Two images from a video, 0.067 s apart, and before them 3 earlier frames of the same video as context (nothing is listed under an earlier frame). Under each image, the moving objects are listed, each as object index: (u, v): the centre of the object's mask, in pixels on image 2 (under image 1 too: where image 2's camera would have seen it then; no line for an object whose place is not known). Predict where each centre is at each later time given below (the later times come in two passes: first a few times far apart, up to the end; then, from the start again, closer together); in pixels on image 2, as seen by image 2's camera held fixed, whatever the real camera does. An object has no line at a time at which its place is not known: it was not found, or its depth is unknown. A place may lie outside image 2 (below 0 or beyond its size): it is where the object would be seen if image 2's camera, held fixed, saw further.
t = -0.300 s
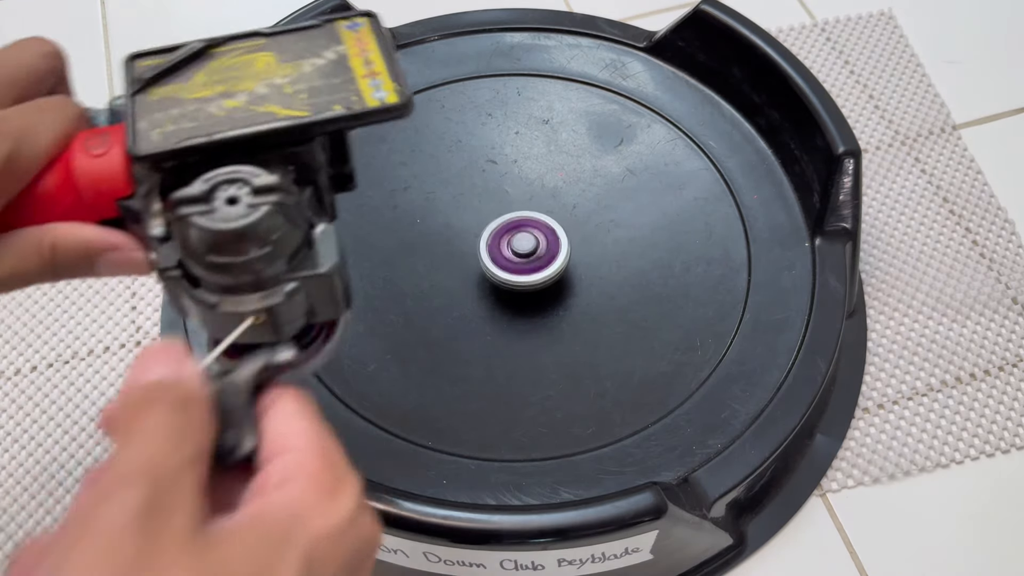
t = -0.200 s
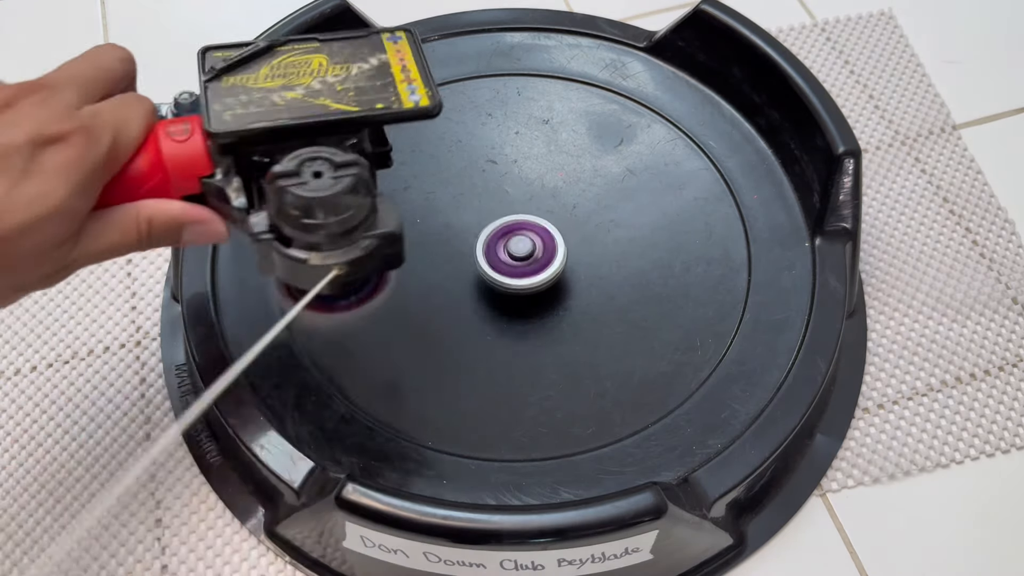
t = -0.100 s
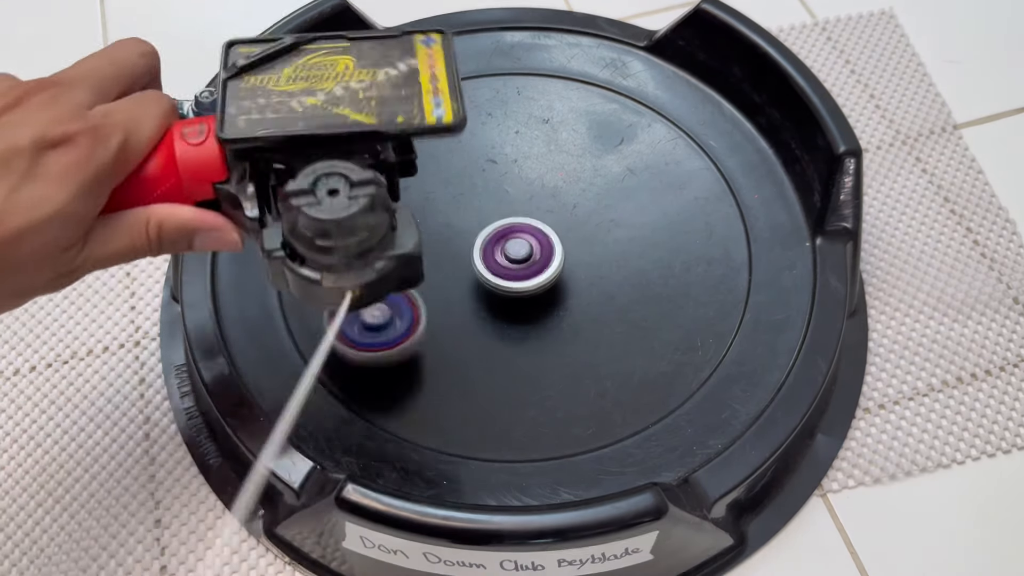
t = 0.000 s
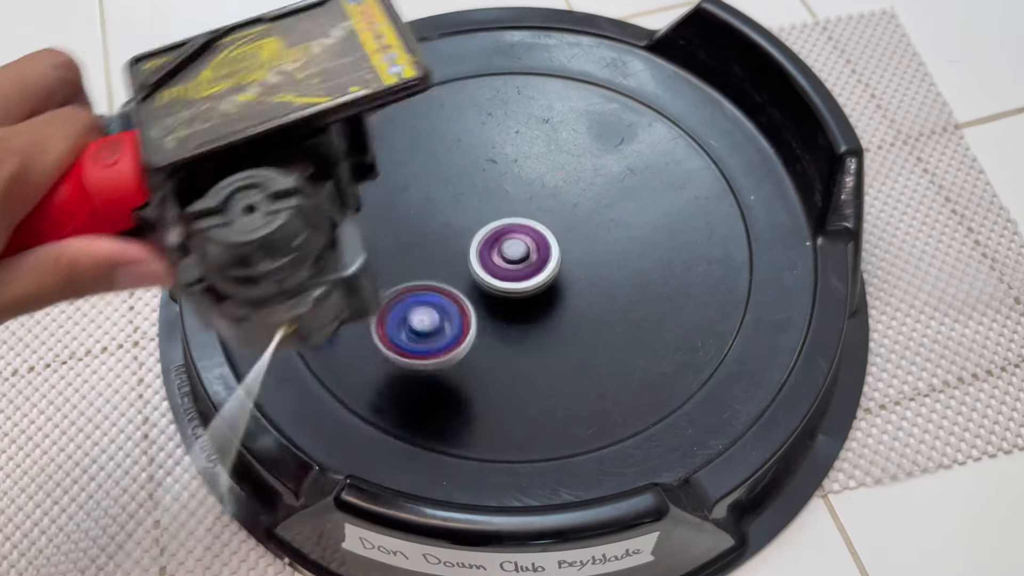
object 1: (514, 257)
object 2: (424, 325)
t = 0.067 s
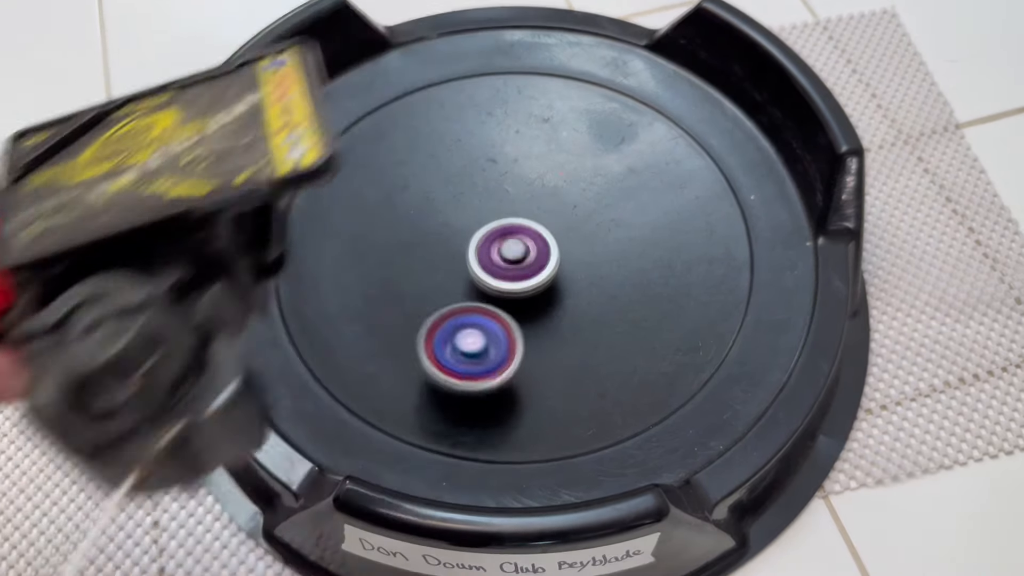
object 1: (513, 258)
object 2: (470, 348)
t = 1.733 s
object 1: (462, 304)
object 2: (537, 212)
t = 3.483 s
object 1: (562, 188)
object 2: (573, 264)
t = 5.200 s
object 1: (482, 202)
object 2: (479, 280)
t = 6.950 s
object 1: (454, 295)
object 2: (508, 187)
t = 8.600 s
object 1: (506, 313)
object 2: (568, 217)
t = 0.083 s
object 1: (513, 258)
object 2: (484, 352)
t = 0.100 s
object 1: (513, 257)
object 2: (497, 353)
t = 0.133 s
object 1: (512, 257)
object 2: (520, 350)
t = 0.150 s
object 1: (511, 257)
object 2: (531, 345)
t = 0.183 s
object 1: (510, 256)
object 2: (548, 334)
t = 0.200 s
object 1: (509, 256)
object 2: (555, 327)
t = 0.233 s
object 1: (504, 248)
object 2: (570, 317)
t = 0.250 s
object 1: (499, 240)
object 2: (580, 317)
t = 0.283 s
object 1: (491, 229)
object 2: (596, 311)
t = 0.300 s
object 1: (487, 226)
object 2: (602, 307)
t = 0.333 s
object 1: (479, 221)
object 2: (608, 295)
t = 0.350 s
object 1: (475, 219)
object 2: (609, 288)
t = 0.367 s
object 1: (473, 217)
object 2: (609, 279)
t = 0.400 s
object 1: (466, 215)
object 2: (606, 262)
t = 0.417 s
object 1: (463, 214)
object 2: (603, 253)
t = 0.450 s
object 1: (458, 212)
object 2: (594, 236)
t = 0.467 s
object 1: (455, 210)
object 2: (588, 228)
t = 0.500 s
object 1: (451, 208)
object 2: (574, 214)
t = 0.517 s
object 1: (450, 207)
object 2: (566, 207)
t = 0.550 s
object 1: (446, 205)
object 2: (549, 195)
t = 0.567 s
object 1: (444, 205)
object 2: (540, 189)
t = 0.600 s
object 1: (436, 204)
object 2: (526, 179)
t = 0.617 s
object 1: (431, 203)
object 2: (520, 175)
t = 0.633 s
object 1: (426, 203)
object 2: (517, 171)
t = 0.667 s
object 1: (421, 202)
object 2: (508, 166)
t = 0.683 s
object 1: (419, 203)
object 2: (501, 164)
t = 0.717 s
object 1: (408, 206)
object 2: (494, 160)
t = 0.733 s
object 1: (401, 207)
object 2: (494, 158)
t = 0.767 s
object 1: (393, 209)
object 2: (491, 154)
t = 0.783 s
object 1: (391, 210)
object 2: (488, 154)
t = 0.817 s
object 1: (387, 213)
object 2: (481, 154)
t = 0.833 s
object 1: (384, 214)
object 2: (476, 154)
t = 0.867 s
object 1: (381, 216)
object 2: (466, 156)
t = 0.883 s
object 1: (380, 217)
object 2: (461, 157)
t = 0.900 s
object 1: (379, 218)
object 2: (456, 158)
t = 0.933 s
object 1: (377, 221)
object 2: (447, 162)
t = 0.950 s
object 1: (377, 222)
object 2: (442, 164)
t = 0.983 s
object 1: (359, 234)
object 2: (447, 162)
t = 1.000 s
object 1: (352, 239)
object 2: (450, 160)
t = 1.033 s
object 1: (346, 246)
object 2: (454, 161)
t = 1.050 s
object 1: (344, 248)
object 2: (454, 162)
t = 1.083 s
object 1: (342, 254)
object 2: (452, 166)
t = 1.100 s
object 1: (341, 256)
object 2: (450, 167)
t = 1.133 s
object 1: (340, 261)
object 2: (447, 171)
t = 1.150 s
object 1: (339, 264)
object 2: (445, 173)
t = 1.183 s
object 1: (340, 268)
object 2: (443, 178)
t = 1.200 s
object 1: (340, 271)
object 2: (442, 180)
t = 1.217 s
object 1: (341, 272)
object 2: (442, 183)
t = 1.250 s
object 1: (342, 276)
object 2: (442, 189)
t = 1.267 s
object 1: (343, 278)
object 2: (443, 192)
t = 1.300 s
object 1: (346, 282)
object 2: (446, 198)
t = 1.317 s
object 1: (348, 284)
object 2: (448, 202)
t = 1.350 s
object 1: (352, 287)
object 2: (454, 208)
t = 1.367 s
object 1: (354, 289)
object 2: (457, 211)
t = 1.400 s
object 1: (359, 291)
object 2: (464, 216)
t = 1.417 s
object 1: (363, 293)
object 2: (468, 219)
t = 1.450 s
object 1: (369, 295)
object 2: (477, 222)
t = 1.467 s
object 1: (373, 297)
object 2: (481, 224)
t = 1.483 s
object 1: (376, 298)
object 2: (485, 225)
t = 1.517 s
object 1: (385, 300)
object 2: (493, 226)
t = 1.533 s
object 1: (390, 302)
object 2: (497, 226)
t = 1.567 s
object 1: (400, 304)
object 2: (505, 226)
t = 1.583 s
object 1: (406, 304)
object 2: (509, 225)
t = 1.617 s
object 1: (418, 306)
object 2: (516, 223)
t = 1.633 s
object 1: (424, 306)
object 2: (520, 222)
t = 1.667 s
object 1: (437, 306)
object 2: (527, 220)
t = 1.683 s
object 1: (442, 306)
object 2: (530, 218)
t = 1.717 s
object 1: (456, 305)
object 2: (535, 214)
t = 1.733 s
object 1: (462, 304)
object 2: (537, 212)
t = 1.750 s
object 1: (469, 303)
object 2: (539, 210)
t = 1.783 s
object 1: (482, 300)
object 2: (543, 206)
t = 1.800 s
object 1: (489, 297)
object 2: (545, 204)
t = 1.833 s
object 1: (503, 293)
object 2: (548, 199)
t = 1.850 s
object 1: (509, 290)
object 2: (548, 197)
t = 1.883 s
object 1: (521, 285)
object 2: (549, 194)
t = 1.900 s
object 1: (527, 281)
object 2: (549, 192)
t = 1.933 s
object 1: (537, 274)
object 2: (550, 190)
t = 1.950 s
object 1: (542, 271)
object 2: (551, 188)
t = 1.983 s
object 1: (549, 269)
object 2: (552, 179)
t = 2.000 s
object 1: (552, 269)
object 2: (552, 173)
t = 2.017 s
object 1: (555, 267)
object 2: (552, 168)
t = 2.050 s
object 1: (562, 263)
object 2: (549, 161)
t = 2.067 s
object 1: (566, 261)
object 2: (547, 158)
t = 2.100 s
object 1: (572, 257)
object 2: (542, 154)
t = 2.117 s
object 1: (575, 255)
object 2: (539, 152)
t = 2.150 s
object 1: (580, 251)
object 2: (532, 149)
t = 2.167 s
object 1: (582, 249)
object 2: (529, 148)
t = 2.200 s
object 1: (587, 246)
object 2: (523, 147)
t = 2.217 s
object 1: (588, 244)
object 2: (519, 147)
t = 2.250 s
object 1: (591, 241)
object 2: (513, 149)
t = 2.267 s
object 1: (593, 239)
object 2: (510, 149)
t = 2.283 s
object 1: (594, 238)
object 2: (507, 151)
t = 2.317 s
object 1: (597, 235)
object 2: (502, 154)
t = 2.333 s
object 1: (597, 233)
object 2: (499, 157)
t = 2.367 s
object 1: (598, 231)
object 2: (495, 162)
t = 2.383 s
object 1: (599, 229)
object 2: (493, 166)
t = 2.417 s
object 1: (599, 227)
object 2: (490, 174)
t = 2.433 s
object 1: (599, 226)
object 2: (489, 178)
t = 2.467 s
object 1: (599, 224)
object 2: (489, 188)
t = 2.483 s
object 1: (599, 223)
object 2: (489, 193)
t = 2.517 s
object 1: (598, 222)
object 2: (490, 203)
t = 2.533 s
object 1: (597, 222)
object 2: (492, 208)
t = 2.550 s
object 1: (597, 221)
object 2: (493, 213)
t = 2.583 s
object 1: (596, 220)
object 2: (498, 222)
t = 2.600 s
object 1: (596, 219)
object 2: (501, 226)
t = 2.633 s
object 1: (599, 218)
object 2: (503, 235)
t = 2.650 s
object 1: (598, 218)
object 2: (505, 239)
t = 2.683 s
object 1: (599, 217)
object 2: (508, 246)
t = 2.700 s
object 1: (600, 217)
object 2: (509, 250)
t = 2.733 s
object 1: (600, 216)
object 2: (515, 256)
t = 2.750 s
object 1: (599, 215)
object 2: (518, 259)
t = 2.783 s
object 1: (608, 210)
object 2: (517, 267)
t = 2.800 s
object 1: (613, 207)
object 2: (514, 271)
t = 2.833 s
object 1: (616, 205)
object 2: (509, 278)
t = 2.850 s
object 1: (617, 203)
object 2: (508, 281)
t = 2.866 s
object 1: (617, 202)
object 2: (508, 284)
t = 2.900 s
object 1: (617, 199)
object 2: (512, 287)
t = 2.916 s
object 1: (617, 198)
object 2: (515, 288)
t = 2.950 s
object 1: (617, 196)
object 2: (523, 290)
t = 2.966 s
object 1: (616, 195)
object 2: (526, 292)
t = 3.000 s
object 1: (616, 193)
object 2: (534, 292)
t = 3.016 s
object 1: (615, 193)
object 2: (539, 292)
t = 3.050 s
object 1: (614, 192)
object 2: (547, 291)
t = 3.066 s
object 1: (613, 192)
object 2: (551, 290)
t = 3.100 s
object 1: (611, 191)
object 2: (559, 289)
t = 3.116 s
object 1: (609, 191)
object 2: (563, 288)
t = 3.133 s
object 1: (608, 191)
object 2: (566, 287)
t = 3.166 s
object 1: (605, 192)
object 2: (572, 284)
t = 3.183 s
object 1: (603, 192)
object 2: (575, 281)
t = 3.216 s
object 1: (600, 192)
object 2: (579, 277)
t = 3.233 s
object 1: (598, 193)
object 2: (581, 275)
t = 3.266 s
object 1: (594, 193)
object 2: (583, 270)
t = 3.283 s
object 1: (594, 191)
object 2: (583, 272)
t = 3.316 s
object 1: (591, 188)
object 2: (581, 273)
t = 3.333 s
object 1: (588, 188)
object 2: (582, 272)
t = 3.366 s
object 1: (583, 188)
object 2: (582, 270)
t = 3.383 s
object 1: (580, 188)
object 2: (582, 269)
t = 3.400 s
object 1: (577, 187)
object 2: (581, 268)
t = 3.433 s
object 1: (571, 187)
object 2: (579, 266)
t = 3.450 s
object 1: (569, 187)
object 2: (577, 265)
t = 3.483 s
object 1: (562, 188)
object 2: (573, 264)
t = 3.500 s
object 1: (559, 188)
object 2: (570, 263)
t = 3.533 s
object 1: (554, 172)
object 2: (564, 281)
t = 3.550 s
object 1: (551, 166)
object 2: (561, 290)
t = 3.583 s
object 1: (543, 160)
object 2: (557, 302)
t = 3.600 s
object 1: (539, 157)
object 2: (556, 306)
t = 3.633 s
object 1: (530, 153)
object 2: (556, 311)
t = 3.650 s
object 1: (525, 151)
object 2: (557, 314)
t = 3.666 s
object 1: (521, 149)
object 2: (558, 316)
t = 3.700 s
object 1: (512, 146)
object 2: (559, 319)
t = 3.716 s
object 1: (507, 145)
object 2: (560, 321)
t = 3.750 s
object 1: (499, 142)
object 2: (562, 322)
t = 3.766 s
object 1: (495, 141)
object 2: (563, 324)
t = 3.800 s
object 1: (488, 140)
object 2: (565, 326)
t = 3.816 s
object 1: (484, 140)
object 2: (566, 327)
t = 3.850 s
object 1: (477, 139)
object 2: (568, 329)
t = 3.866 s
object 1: (474, 139)
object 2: (570, 329)
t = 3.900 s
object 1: (468, 139)
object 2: (571, 330)
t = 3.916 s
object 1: (464, 140)
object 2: (572, 330)
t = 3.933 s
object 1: (462, 140)
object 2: (573, 330)
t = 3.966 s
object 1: (457, 141)
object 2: (574, 329)
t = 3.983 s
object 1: (454, 143)
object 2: (575, 328)
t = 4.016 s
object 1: (450, 144)
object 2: (574, 326)
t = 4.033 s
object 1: (448, 145)
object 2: (573, 324)
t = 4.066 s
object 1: (444, 148)
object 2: (571, 321)
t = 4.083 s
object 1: (443, 150)
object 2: (569, 319)
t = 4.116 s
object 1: (439, 153)
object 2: (565, 314)
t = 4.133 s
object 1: (438, 154)
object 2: (562, 312)
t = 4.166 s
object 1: (435, 157)
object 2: (557, 308)
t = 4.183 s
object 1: (434, 160)
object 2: (553, 306)
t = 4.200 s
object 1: (433, 161)
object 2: (550, 305)
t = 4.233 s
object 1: (431, 166)
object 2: (543, 301)
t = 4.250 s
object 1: (430, 168)
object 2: (539, 298)
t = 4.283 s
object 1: (429, 173)
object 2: (530, 295)
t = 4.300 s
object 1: (429, 175)
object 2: (526, 292)
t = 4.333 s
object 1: (428, 181)
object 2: (518, 288)
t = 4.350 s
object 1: (428, 184)
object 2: (514, 287)
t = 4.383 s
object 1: (429, 190)
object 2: (506, 283)
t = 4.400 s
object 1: (429, 192)
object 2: (502, 281)
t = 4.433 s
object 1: (430, 199)
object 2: (494, 278)
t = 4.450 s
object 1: (431, 202)
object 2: (490, 277)
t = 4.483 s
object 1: (433, 209)
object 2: (483, 276)
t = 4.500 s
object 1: (431, 204)
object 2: (482, 283)
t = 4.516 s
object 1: (430, 200)
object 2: (482, 290)
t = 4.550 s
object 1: (430, 198)
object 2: (479, 300)
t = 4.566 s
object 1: (430, 198)
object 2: (477, 302)
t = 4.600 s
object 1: (430, 200)
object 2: (474, 304)
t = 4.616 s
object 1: (430, 201)
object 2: (472, 305)
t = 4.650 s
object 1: (430, 202)
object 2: (470, 306)
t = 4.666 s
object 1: (430, 203)
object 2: (470, 306)
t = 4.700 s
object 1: (431, 205)
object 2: (469, 307)
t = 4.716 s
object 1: (432, 206)
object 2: (468, 308)
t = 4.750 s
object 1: (434, 208)
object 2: (467, 308)
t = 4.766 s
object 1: (435, 209)
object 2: (467, 307)
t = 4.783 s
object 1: (436, 210)
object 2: (467, 307)
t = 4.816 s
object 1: (439, 213)
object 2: (467, 306)
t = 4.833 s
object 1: (441, 214)
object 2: (467, 304)
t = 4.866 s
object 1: (444, 216)
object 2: (467, 301)
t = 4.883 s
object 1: (446, 217)
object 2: (467, 299)
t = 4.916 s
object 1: (450, 219)
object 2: (467, 296)
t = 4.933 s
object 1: (451, 217)
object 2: (467, 298)
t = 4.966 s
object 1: (456, 209)
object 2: (467, 302)
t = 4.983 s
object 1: (458, 208)
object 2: (468, 302)
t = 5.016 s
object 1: (461, 208)
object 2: (470, 301)
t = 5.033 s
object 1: (463, 208)
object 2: (472, 299)
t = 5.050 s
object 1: (464, 207)
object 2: (473, 298)
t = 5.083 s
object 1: (467, 207)
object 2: (477, 294)
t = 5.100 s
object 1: (469, 207)
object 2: (478, 291)
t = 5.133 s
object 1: (473, 206)
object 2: (480, 286)
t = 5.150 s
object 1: (474, 206)
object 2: (480, 284)
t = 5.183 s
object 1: (479, 203)
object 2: (480, 281)
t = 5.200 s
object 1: (482, 202)
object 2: (479, 280)
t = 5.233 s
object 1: (487, 193)
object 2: (477, 285)
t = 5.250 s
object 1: (491, 185)
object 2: (475, 290)
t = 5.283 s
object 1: (498, 177)
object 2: (475, 296)
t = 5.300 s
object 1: (500, 175)
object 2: (477, 296)
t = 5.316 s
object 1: (503, 172)
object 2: (479, 297)
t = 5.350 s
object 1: (507, 168)
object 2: (484, 296)
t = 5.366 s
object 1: (509, 166)
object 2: (487, 296)
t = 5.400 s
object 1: (513, 163)
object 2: (493, 294)
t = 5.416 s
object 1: (515, 161)
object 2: (495, 292)
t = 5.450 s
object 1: (520, 159)
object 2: (501, 287)
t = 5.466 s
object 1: (522, 158)
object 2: (503, 285)
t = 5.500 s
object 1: (526, 156)
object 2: (506, 278)
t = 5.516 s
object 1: (528, 156)
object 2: (507, 275)
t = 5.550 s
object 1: (532, 155)
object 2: (507, 268)
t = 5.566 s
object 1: (533, 155)
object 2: (507, 264)
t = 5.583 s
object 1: (535, 154)
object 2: (507, 260)
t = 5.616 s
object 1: (538, 155)
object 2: (506, 254)
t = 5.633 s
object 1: (540, 156)
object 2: (505, 251)
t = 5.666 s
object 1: (543, 157)
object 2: (503, 245)
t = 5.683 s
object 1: (544, 158)
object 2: (501, 242)
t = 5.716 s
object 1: (547, 160)
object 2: (498, 236)
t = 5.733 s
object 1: (548, 161)
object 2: (496, 234)
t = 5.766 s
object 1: (550, 165)
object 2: (492, 229)
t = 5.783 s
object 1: (552, 167)
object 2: (490, 227)
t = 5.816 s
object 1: (554, 170)
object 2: (485, 224)
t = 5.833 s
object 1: (555, 173)
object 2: (483, 221)
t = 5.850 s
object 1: (556, 175)
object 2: (480, 220)
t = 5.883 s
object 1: (557, 181)
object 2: (475, 217)
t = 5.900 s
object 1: (558, 184)
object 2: (473, 216)
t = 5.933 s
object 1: (559, 190)
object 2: (468, 214)
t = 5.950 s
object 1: (559, 193)
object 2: (466, 213)
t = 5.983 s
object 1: (559, 200)
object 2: (463, 212)
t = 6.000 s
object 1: (559, 203)
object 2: (460, 211)
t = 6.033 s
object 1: (559, 210)
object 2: (457, 210)
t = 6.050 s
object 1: (558, 213)
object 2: (455, 210)
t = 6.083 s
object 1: (557, 220)
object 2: (452, 209)
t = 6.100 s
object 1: (556, 224)
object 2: (451, 209)
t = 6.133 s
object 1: (554, 231)
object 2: (449, 209)
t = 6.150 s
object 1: (552, 235)
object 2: (447, 209)
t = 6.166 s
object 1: (551, 238)
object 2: (447, 210)
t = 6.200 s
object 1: (548, 245)
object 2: (445, 210)
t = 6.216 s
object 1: (546, 249)
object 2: (445, 211)
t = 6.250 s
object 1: (542, 256)
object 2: (444, 212)
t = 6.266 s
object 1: (539, 259)
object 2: (445, 213)
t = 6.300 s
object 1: (535, 266)
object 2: (446, 214)
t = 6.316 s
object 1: (533, 269)
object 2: (447, 215)
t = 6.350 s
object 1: (528, 275)
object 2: (450, 217)
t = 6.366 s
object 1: (526, 278)
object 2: (452, 218)
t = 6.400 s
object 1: (521, 283)
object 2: (456, 220)
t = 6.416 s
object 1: (518, 286)
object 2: (458, 221)
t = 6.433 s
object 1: (516, 289)
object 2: (460, 221)
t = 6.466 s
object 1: (510, 293)
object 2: (465, 221)
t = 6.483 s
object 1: (508, 295)
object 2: (467, 221)
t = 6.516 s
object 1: (503, 299)
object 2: (472, 221)
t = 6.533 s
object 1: (500, 301)
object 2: (474, 220)
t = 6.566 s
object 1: (495, 304)
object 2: (478, 218)
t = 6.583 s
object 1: (492, 305)
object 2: (480, 218)
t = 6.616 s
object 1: (487, 307)
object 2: (484, 215)
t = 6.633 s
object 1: (484, 308)
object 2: (486, 214)
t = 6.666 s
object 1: (480, 309)
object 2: (491, 211)
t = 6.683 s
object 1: (478, 310)
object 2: (493, 210)
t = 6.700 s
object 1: (476, 309)
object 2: (494, 207)
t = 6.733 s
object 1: (471, 310)
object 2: (497, 204)
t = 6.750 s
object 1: (470, 309)
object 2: (498, 203)
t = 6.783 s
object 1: (466, 308)
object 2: (501, 199)
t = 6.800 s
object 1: (465, 307)
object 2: (502, 198)
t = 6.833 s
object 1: (462, 305)
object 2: (504, 195)
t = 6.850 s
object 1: (460, 305)
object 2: (505, 194)
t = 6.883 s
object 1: (458, 302)
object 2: (506, 191)
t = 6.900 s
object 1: (456, 301)
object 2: (507, 191)
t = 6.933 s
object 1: (454, 298)
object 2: (508, 188)
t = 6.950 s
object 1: (454, 295)
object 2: (508, 187)
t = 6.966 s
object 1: (453, 294)
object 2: (509, 186)
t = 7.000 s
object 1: (452, 289)
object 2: (509, 184)
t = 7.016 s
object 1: (452, 287)
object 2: (510, 184)
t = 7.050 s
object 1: (452, 283)
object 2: (510, 183)
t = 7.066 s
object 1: (452, 279)
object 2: (510, 182)
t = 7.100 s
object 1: (452, 275)
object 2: (510, 182)
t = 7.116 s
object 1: (453, 272)
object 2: (510, 181)
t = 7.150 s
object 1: (455, 266)
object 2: (510, 181)
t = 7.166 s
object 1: (456, 263)
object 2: (510, 182)
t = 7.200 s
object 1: (459, 257)
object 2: (511, 183)
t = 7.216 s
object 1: (461, 254)
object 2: (511, 184)
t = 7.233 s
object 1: (461, 252)
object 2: (512, 184)
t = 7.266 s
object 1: (459, 252)
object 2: (518, 181)
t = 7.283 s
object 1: (460, 250)
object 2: (519, 179)
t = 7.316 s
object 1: (462, 247)
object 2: (522, 178)
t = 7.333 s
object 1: (464, 246)
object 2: (523, 177)
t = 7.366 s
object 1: (467, 243)
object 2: (524, 177)
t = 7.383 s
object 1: (468, 241)
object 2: (525, 177)
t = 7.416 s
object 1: (460, 247)
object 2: (535, 169)
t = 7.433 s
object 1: (456, 249)
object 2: (540, 165)
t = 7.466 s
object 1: (455, 250)
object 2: (544, 160)
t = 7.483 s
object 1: (457, 250)
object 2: (545, 158)
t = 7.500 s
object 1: (458, 251)
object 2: (545, 157)
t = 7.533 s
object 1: (460, 252)
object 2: (546, 153)
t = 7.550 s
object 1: (460, 252)
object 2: (546, 152)
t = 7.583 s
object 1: (463, 253)
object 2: (545, 150)
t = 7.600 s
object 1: (464, 253)
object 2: (545, 148)
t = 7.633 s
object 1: (467, 254)
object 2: (543, 147)
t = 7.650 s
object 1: (468, 254)
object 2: (542, 146)
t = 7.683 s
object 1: (471, 254)
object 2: (539, 147)
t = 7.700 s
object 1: (473, 255)
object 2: (537, 147)
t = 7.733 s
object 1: (476, 255)
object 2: (533, 150)
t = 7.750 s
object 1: (478, 255)
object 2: (532, 152)
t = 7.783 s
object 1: (482, 255)
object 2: (529, 157)
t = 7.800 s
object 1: (484, 256)
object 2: (528, 160)
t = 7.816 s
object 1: (486, 255)
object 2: (528, 163)
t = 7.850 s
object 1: (489, 256)
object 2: (527, 169)
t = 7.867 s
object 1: (491, 255)
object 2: (526, 172)
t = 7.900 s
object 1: (494, 256)
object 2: (526, 179)
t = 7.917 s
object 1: (495, 258)
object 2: (528, 180)
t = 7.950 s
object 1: (497, 259)
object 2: (531, 183)
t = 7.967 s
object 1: (494, 267)
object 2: (536, 180)
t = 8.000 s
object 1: (490, 278)
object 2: (545, 176)
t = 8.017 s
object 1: (490, 281)
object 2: (548, 175)
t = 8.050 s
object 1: (492, 287)
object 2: (552, 174)
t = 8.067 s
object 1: (493, 290)
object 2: (554, 174)
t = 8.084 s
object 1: (494, 292)
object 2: (556, 173)
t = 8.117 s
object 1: (495, 297)
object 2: (559, 172)
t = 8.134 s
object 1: (496, 299)
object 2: (560, 172)
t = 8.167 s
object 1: (497, 304)
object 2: (563, 172)
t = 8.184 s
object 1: (498, 306)
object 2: (564, 172)
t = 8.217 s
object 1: (499, 309)
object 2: (565, 172)
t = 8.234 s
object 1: (499, 311)
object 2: (565, 172)
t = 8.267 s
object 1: (500, 313)
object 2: (566, 174)
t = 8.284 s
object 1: (500, 314)
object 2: (566, 175)
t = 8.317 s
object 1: (501, 316)
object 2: (566, 177)
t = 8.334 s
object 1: (501, 317)
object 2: (566, 179)
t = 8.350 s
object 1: (502, 317)
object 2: (566, 180)
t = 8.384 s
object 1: (502, 318)
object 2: (566, 184)
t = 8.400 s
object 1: (503, 318)
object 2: (566, 186)
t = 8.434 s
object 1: (504, 318)
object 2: (566, 191)
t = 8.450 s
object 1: (504, 319)
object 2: (566, 194)
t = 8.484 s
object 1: (504, 318)
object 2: (566, 198)
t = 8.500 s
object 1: (505, 317)
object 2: (566, 201)
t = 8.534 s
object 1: (506, 316)
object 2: (567, 207)
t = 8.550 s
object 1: (505, 316)
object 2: (567, 209)
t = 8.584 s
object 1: (506, 314)
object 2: (568, 214)
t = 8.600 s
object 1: (506, 313)
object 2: (568, 217)
